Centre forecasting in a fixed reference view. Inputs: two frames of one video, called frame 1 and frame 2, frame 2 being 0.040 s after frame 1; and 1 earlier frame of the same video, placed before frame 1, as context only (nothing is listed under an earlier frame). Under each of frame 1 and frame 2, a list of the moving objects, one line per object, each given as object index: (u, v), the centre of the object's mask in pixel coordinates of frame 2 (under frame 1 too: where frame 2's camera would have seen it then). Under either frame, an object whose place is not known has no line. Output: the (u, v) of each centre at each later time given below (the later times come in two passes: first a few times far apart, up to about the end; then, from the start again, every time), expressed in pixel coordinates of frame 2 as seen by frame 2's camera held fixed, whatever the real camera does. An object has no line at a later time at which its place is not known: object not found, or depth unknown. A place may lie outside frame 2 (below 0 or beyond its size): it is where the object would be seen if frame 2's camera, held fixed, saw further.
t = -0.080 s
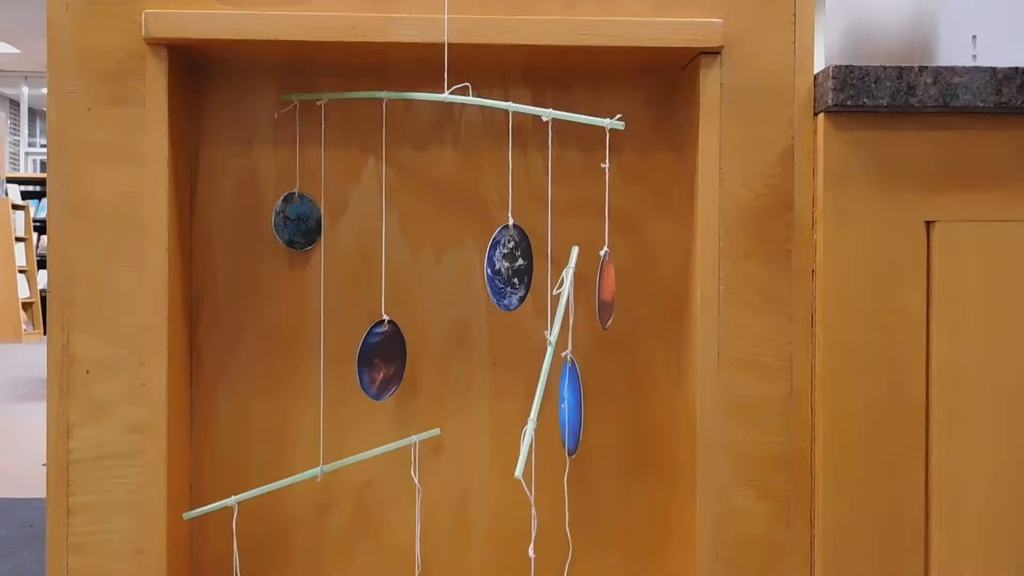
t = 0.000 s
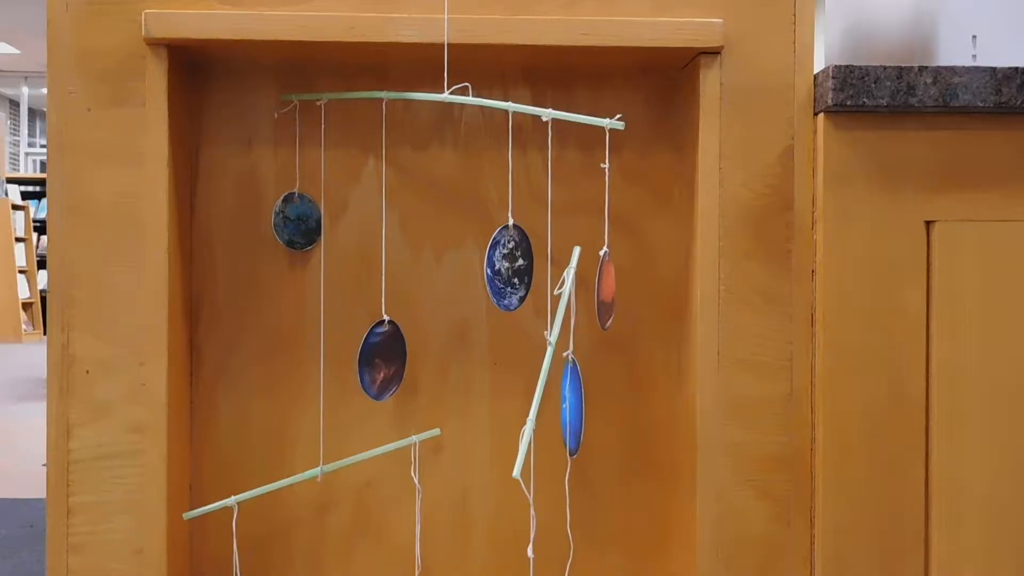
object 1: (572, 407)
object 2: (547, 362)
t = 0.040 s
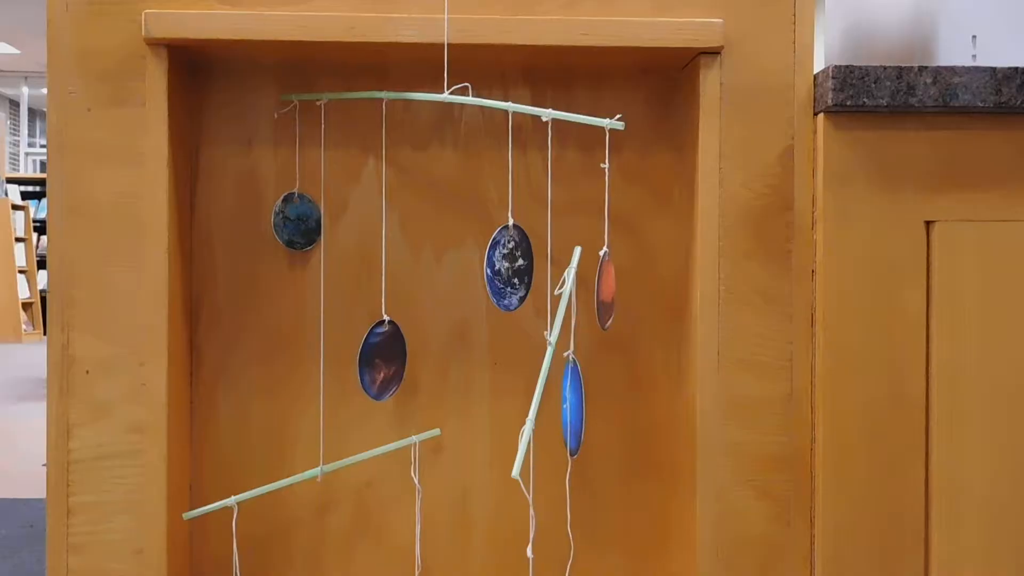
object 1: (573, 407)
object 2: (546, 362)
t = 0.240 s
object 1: (576, 408)
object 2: (546, 362)
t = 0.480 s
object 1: (580, 408)
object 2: (546, 360)
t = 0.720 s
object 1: (585, 408)
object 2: (545, 361)
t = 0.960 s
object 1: (589, 409)
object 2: (546, 358)
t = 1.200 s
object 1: (592, 410)
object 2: (546, 359)
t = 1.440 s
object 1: (594, 404)
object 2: (543, 363)
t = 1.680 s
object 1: (598, 408)
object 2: (542, 365)
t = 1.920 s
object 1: (601, 409)
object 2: (537, 371)
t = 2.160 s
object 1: (603, 409)
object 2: (535, 374)
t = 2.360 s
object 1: (606, 410)
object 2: (534, 376)
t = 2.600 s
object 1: (609, 410)
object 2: (533, 377)
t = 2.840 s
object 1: (611, 410)
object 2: (532, 378)
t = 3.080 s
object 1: (612, 410)
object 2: (530, 379)
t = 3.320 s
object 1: (612, 411)
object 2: (529, 379)
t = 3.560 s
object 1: (612, 412)
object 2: (528, 379)
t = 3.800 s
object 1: (612, 412)
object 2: (528, 378)
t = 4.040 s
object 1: (612, 412)
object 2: (529, 377)
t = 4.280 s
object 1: (611, 412)
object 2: (529, 377)
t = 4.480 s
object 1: (608, 411)
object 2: (527, 378)
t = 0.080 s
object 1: (573, 407)
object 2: (547, 360)
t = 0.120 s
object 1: (574, 407)
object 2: (546, 361)
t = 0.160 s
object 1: (575, 407)
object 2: (546, 361)
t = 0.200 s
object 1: (575, 407)
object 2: (546, 362)
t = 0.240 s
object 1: (576, 408)
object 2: (546, 362)
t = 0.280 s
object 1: (577, 408)
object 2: (546, 360)
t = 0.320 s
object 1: (577, 408)
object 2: (546, 361)
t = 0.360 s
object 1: (578, 408)
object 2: (546, 361)
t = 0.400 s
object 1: (579, 408)
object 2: (546, 361)
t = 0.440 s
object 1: (580, 408)
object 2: (546, 361)
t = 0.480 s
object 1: (580, 408)
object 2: (546, 360)
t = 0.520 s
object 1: (581, 408)
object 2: (546, 360)
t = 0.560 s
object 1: (582, 408)
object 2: (547, 358)
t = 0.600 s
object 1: (582, 408)
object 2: (546, 361)
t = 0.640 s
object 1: (583, 409)
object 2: (545, 361)
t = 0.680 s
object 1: (584, 408)
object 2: (545, 361)
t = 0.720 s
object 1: (585, 408)
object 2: (545, 361)
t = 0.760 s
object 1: (585, 408)
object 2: (545, 361)
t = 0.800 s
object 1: (586, 409)
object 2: (546, 360)
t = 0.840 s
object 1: (587, 409)
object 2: (546, 358)
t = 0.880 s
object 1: (588, 409)
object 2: (546, 358)
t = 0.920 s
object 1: (588, 409)
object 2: (546, 358)
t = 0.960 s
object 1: (589, 409)
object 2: (546, 358)
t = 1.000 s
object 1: (590, 410)
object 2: (546, 358)
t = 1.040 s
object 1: (590, 410)
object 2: (546, 358)
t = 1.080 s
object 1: (591, 410)
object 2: (545, 361)
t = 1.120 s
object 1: (591, 410)
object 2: (545, 361)
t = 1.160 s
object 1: (592, 410)
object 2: (545, 359)
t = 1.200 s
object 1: (592, 410)
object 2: (546, 359)
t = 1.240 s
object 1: (592, 410)
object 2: (545, 359)
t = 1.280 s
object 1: (593, 410)
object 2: (546, 358)
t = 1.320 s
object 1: (593, 408)
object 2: (545, 360)
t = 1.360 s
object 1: (593, 408)
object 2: (545, 359)
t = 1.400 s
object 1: (594, 403)
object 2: (545, 358)
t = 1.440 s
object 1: (594, 404)
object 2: (543, 363)
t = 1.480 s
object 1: (595, 406)
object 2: (542, 365)
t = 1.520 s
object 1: (596, 407)
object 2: (541, 366)
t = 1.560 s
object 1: (597, 408)
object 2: (541, 367)
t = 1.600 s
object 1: (597, 408)
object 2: (543, 362)
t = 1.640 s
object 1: (598, 408)
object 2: (539, 369)
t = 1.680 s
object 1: (598, 408)
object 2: (542, 365)
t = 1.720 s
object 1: (599, 408)
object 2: (542, 364)
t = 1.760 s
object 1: (599, 408)
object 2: (538, 371)
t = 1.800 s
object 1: (599, 409)
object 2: (537, 371)
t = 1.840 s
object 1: (600, 408)
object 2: (537, 372)
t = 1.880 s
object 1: (600, 409)
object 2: (537, 371)
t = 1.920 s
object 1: (601, 409)
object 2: (537, 371)
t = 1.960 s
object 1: (601, 409)
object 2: (537, 372)
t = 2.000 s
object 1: (602, 409)
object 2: (537, 372)
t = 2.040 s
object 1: (602, 409)
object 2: (536, 372)
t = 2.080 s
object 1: (602, 409)
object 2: (536, 373)
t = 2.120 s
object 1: (603, 409)
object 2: (535, 374)
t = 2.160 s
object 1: (603, 409)
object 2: (535, 374)
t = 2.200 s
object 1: (604, 409)
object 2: (535, 374)
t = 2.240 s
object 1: (604, 410)
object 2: (535, 374)
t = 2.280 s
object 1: (605, 410)
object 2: (534, 375)
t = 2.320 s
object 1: (605, 410)
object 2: (534, 375)
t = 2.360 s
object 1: (606, 410)
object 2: (534, 376)
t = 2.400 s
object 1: (606, 410)
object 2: (534, 376)
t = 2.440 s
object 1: (607, 410)
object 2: (534, 376)
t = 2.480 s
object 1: (607, 410)
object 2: (533, 376)
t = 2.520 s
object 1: (608, 410)
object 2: (533, 376)
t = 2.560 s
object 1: (608, 410)
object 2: (533, 377)
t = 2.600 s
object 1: (609, 410)
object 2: (533, 377)
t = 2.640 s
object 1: (609, 410)
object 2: (532, 377)
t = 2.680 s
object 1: (609, 410)
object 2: (532, 378)
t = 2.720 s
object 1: (610, 410)
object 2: (532, 378)
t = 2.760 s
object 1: (610, 410)
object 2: (532, 378)
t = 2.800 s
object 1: (611, 410)
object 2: (532, 378)
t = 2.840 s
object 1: (611, 410)
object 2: (532, 378)
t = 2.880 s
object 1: (611, 410)
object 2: (531, 378)
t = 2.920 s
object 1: (612, 410)
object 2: (531, 379)
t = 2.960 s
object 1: (612, 410)
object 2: (531, 379)
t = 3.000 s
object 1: (612, 410)
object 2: (531, 379)
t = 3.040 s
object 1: (612, 410)
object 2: (530, 379)
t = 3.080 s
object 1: (612, 410)
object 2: (530, 379)
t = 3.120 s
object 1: (612, 411)
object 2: (530, 379)
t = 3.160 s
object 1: (612, 411)
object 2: (530, 379)
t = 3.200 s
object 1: (612, 411)
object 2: (529, 379)
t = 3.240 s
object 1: (612, 411)
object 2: (529, 379)
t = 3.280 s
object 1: (612, 411)
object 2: (529, 379)
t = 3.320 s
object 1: (612, 411)
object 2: (529, 379)
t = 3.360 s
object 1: (612, 411)
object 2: (529, 379)
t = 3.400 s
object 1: (612, 411)
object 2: (528, 379)
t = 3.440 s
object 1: (612, 411)
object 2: (528, 379)
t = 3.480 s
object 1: (612, 412)
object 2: (528, 379)
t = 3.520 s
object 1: (612, 412)
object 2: (528, 379)
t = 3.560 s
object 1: (612, 412)
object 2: (528, 379)
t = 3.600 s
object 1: (612, 412)
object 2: (527, 379)
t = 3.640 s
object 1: (612, 412)
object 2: (528, 378)
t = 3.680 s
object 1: (612, 412)
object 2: (528, 378)
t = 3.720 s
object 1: (612, 412)
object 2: (528, 378)
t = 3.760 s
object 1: (612, 412)
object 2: (528, 378)
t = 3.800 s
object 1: (612, 412)
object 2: (528, 378)
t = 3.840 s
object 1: (612, 412)
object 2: (528, 378)
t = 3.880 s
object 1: (612, 412)
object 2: (528, 378)
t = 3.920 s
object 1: (612, 412)
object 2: (528, 378)
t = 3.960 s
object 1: (612, 412)
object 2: (528, 377)
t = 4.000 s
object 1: (612, 412)
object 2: (528, 377)
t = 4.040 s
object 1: (612, 412)
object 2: (529, 377)
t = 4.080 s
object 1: (612, 412)
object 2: (529, 377)
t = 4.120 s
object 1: (612, 412)
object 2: (529, 377)
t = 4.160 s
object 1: (612, 412)
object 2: (529, 377)
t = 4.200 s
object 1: (612, 412)
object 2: (529, 377)
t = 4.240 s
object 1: (611, 412)
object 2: (529, 377)
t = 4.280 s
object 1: (611, 412)
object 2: (529, 377)
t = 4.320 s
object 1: (611, 411)
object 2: (529, 377)
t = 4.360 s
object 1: (610, 411)
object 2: (528, 378)
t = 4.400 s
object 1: (609, 411)
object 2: (527, 378)
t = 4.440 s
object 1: (609, 411)
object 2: (528, 377)
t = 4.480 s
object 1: (608, 411)
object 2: (527, 378)
